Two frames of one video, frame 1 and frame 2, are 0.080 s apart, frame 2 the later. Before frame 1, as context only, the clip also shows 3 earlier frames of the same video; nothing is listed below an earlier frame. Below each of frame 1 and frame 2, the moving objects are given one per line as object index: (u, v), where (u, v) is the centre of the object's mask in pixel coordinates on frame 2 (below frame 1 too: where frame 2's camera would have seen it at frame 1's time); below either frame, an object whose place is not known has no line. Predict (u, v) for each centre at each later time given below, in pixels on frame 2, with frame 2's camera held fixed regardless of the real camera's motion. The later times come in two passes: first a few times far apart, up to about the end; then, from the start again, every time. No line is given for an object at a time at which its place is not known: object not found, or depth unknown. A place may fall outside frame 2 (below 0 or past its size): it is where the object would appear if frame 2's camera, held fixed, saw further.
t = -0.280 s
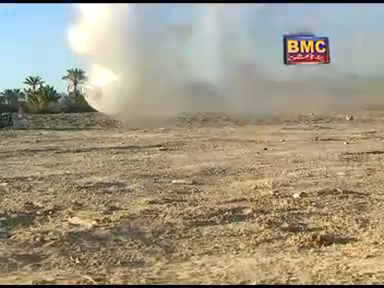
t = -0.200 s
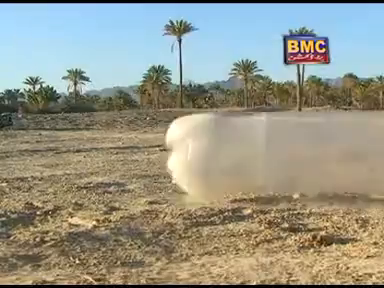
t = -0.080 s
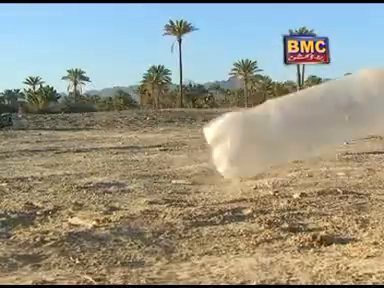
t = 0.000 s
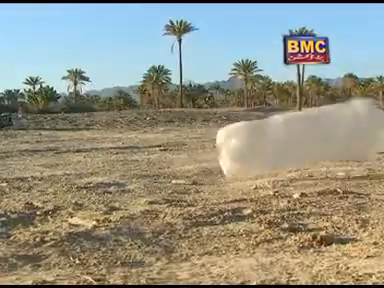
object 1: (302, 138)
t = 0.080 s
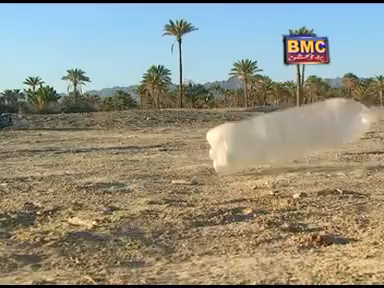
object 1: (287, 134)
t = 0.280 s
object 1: (238, 141)
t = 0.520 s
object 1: (191, 136)
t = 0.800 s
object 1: (156, 137)
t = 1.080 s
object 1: (128, 134)
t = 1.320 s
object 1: (119, 134)
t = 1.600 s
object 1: (118, 135)
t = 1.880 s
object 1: (121, 134)
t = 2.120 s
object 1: (123, 134)
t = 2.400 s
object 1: (125, 134)
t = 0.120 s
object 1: (276, 121)
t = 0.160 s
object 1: (265, 119)
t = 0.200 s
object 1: (255, 122)
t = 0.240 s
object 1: (245, 133)
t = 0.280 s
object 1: (238, 141)
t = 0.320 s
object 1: (231, 137)
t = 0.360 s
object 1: (222, 133)
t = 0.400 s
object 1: (214, 131)
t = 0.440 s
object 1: (208, 136)
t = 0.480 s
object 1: (202, 139)
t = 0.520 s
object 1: (191, 136)
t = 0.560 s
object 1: (183, 134)
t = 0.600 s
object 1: (177, 136)
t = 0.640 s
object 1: (173, 137)
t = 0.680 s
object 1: (169, 136)
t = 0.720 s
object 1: (164, 138)
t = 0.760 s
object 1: (159, 136)
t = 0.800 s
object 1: (156, 137)
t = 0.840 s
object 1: (150, 137)
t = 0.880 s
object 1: (145, 138)
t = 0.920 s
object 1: (141, 138)
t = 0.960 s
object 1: (136, 137)
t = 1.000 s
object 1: (132, 137)
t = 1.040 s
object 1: (130, 134)
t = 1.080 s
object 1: (128, 134)
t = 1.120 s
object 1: (123, 135)
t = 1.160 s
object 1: (119, 136)
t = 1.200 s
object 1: (118, 136)
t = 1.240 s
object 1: (118, 136)
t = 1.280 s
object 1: (118, 135)
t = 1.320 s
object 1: (119, 134)
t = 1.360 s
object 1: (120, 133)
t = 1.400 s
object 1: (121, 133)
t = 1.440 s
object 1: (120, 135)
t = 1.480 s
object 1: (120, 134)
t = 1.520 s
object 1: (120, 134)
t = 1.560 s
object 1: (119, 135)
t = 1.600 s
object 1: (118, 135)
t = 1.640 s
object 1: (118, 135)
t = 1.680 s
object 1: (119, 135)
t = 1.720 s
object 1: (119, 134)
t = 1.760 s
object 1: (120, 134)
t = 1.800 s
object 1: (120, 134)
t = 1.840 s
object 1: (121, 134)
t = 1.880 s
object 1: (121, 134)
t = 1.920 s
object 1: (122, 134)
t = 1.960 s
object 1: (122, 134)
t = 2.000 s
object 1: (122, 134)
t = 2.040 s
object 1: (123, 134)
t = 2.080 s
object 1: (123, 134)
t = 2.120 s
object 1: (123, 134)
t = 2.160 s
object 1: (124, 134)
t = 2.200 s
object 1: (124, 134)
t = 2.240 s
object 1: (124, 134)
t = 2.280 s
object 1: (124, 134)
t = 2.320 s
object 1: (125, 134)
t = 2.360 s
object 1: (125, 134)
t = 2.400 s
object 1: (125, 134)
